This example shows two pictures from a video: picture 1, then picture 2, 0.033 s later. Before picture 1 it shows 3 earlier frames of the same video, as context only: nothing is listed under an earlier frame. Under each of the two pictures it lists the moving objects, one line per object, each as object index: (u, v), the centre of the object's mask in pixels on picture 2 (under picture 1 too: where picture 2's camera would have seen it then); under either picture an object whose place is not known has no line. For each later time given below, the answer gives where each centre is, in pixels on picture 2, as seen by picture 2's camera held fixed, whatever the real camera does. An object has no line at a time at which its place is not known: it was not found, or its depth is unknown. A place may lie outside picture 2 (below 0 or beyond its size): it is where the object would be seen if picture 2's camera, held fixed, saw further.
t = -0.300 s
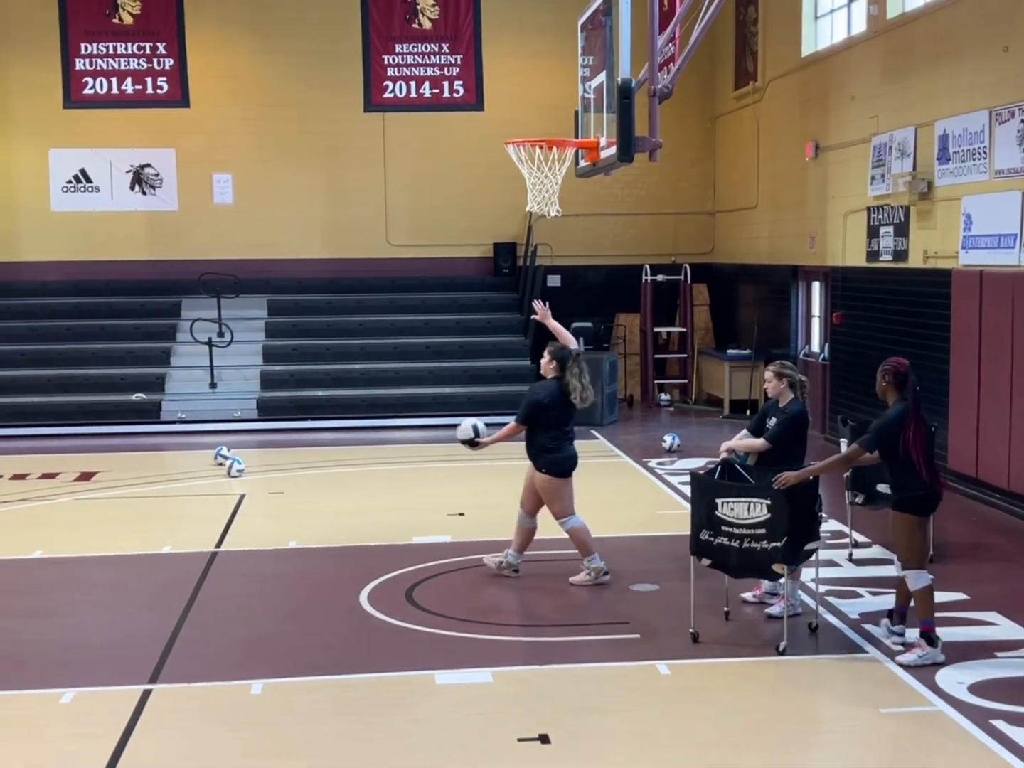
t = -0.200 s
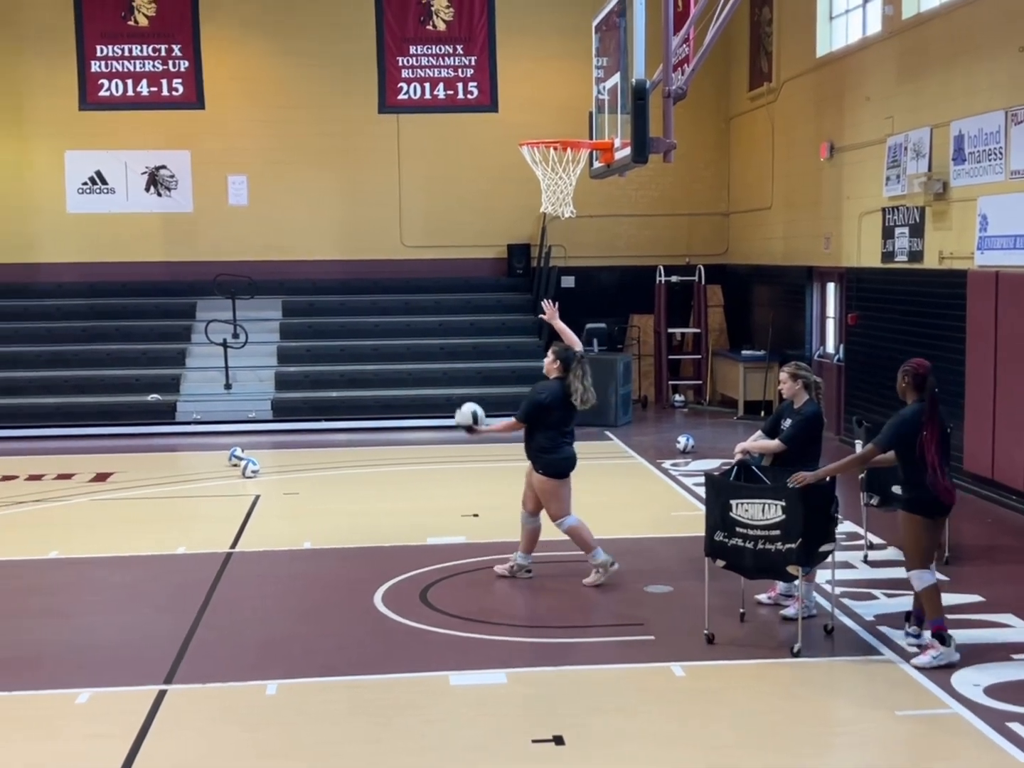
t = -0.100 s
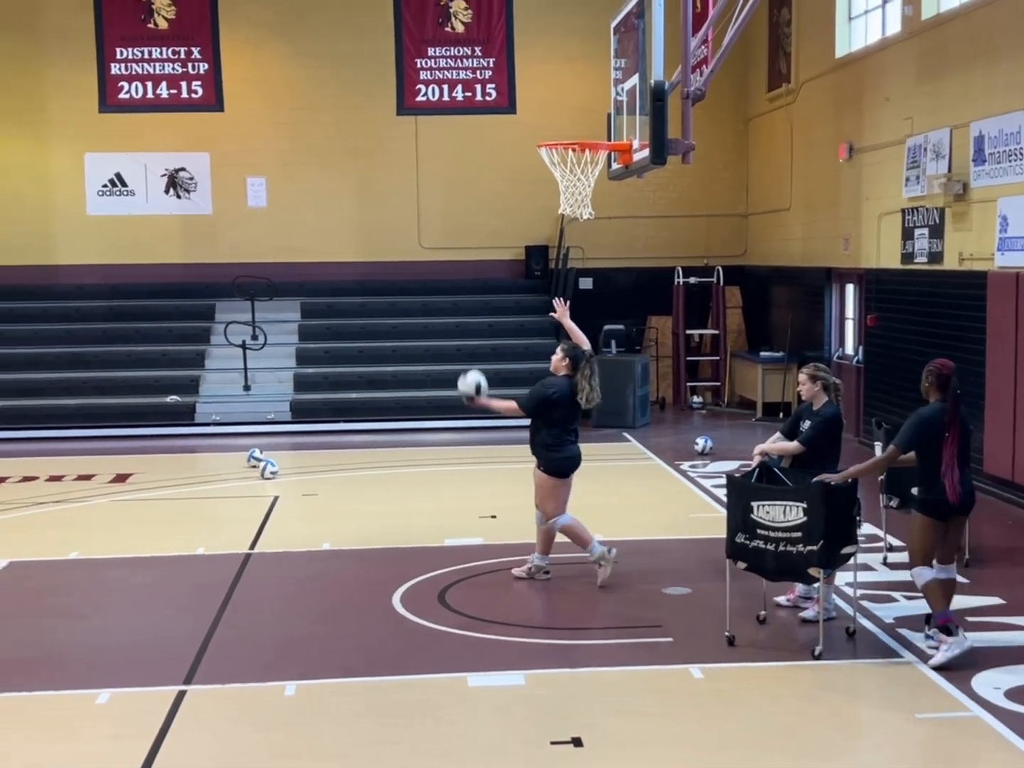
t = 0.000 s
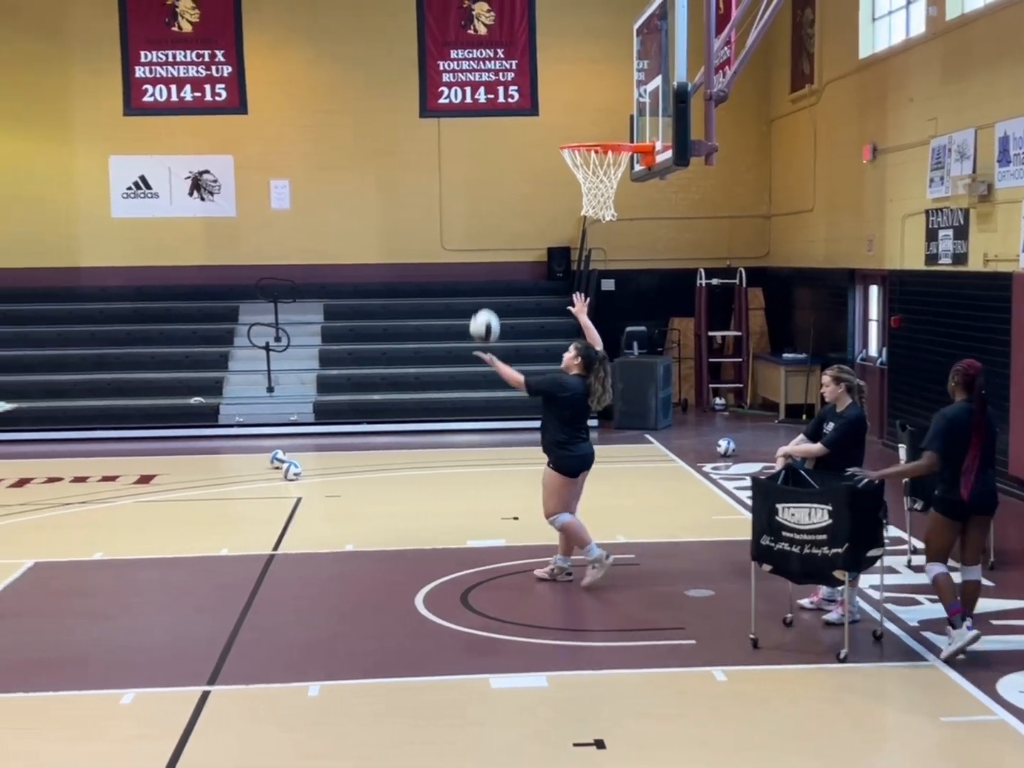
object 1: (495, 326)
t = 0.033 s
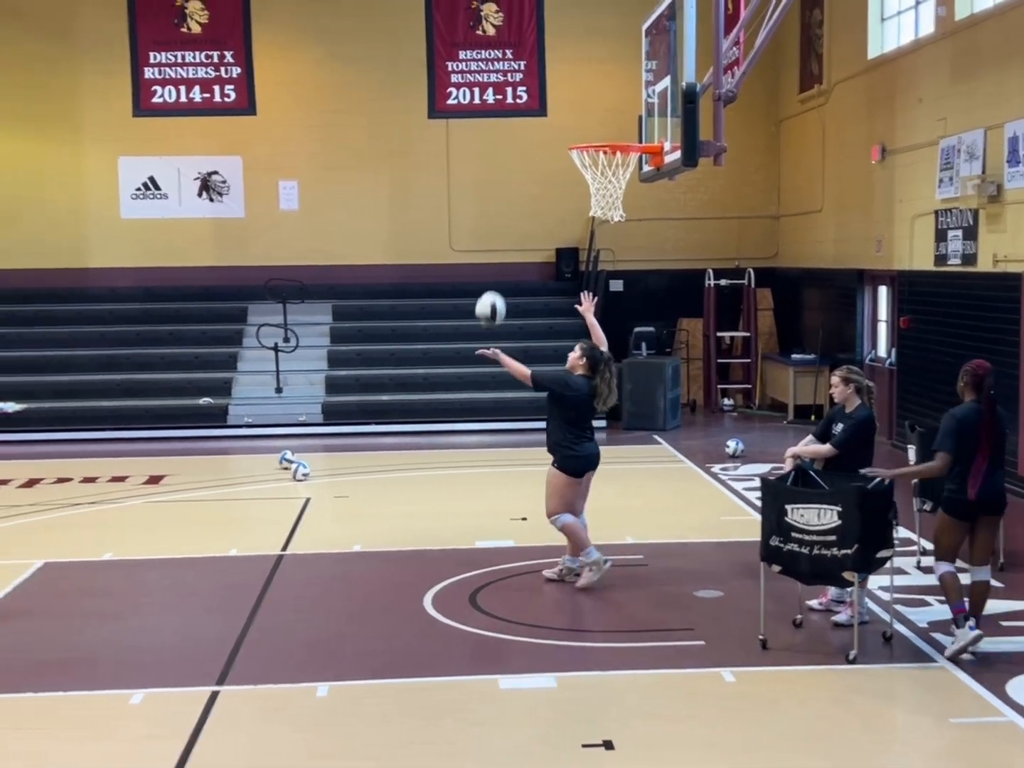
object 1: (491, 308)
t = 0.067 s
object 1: (488, 292)
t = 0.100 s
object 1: (487, 276)
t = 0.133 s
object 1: (485, 262)
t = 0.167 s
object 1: (484, 249)
